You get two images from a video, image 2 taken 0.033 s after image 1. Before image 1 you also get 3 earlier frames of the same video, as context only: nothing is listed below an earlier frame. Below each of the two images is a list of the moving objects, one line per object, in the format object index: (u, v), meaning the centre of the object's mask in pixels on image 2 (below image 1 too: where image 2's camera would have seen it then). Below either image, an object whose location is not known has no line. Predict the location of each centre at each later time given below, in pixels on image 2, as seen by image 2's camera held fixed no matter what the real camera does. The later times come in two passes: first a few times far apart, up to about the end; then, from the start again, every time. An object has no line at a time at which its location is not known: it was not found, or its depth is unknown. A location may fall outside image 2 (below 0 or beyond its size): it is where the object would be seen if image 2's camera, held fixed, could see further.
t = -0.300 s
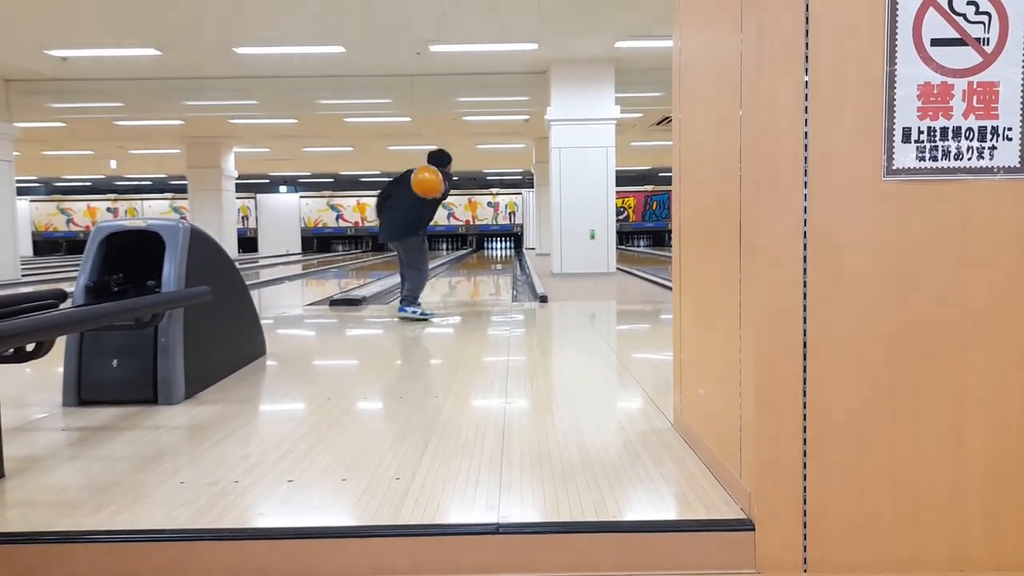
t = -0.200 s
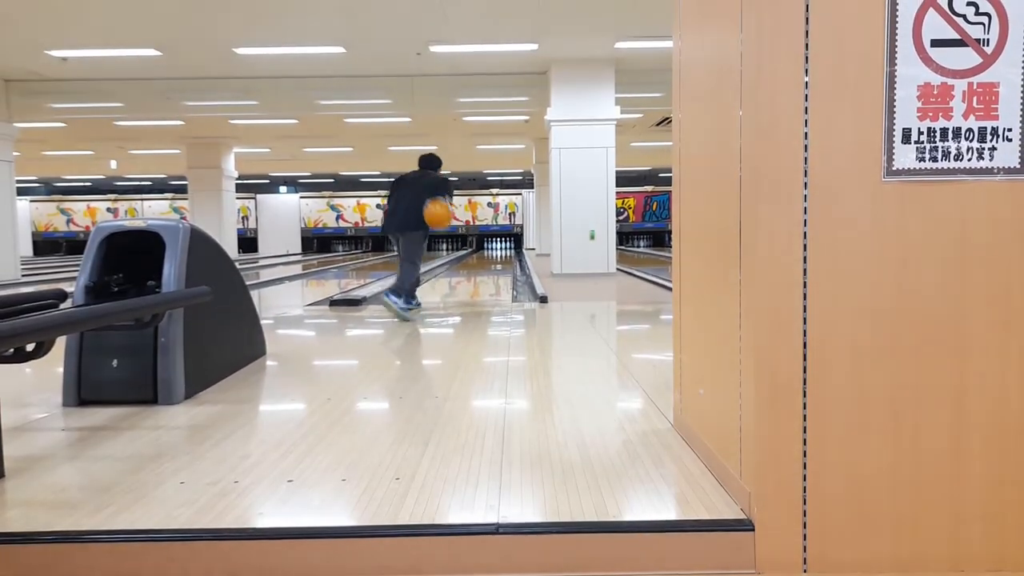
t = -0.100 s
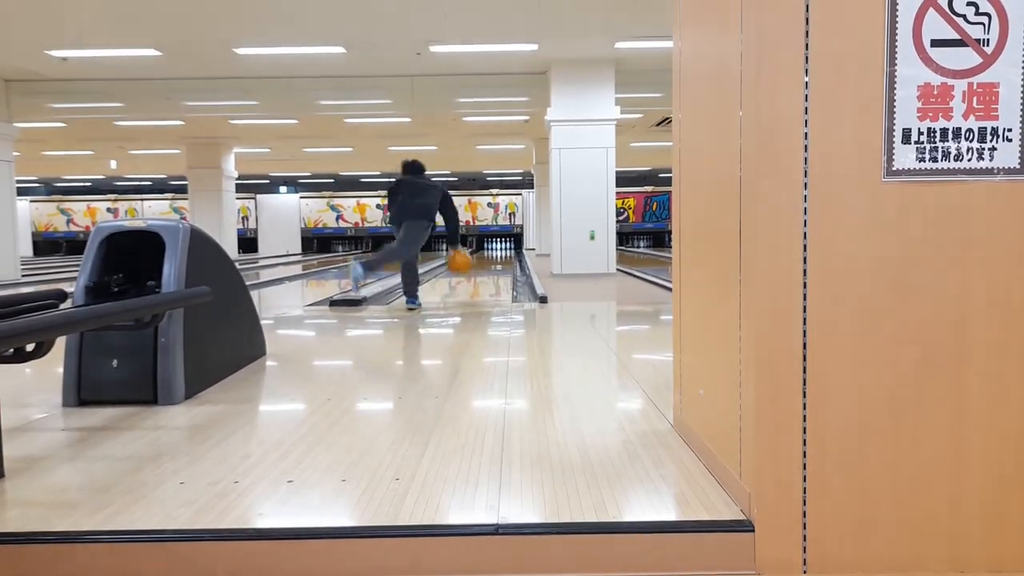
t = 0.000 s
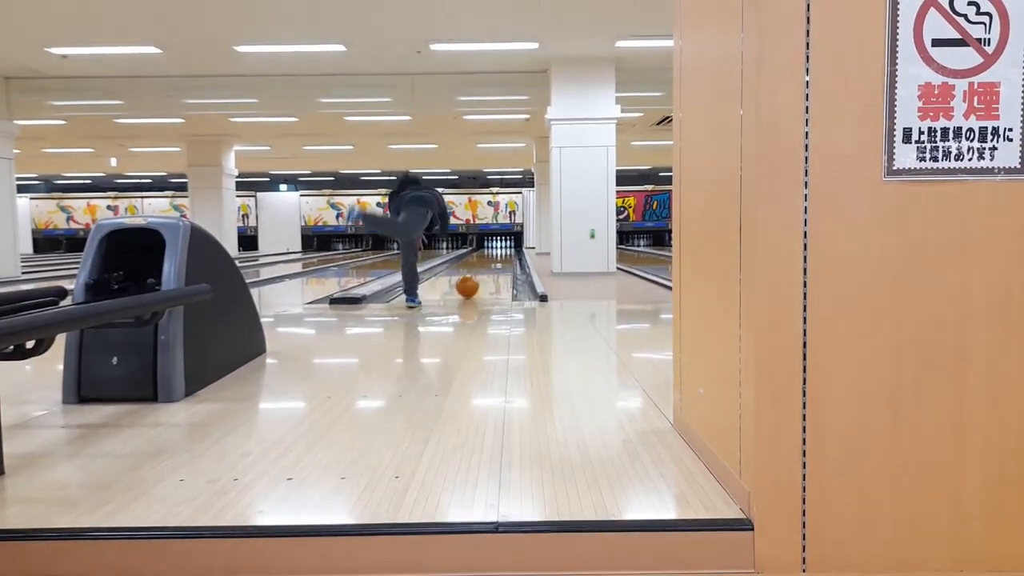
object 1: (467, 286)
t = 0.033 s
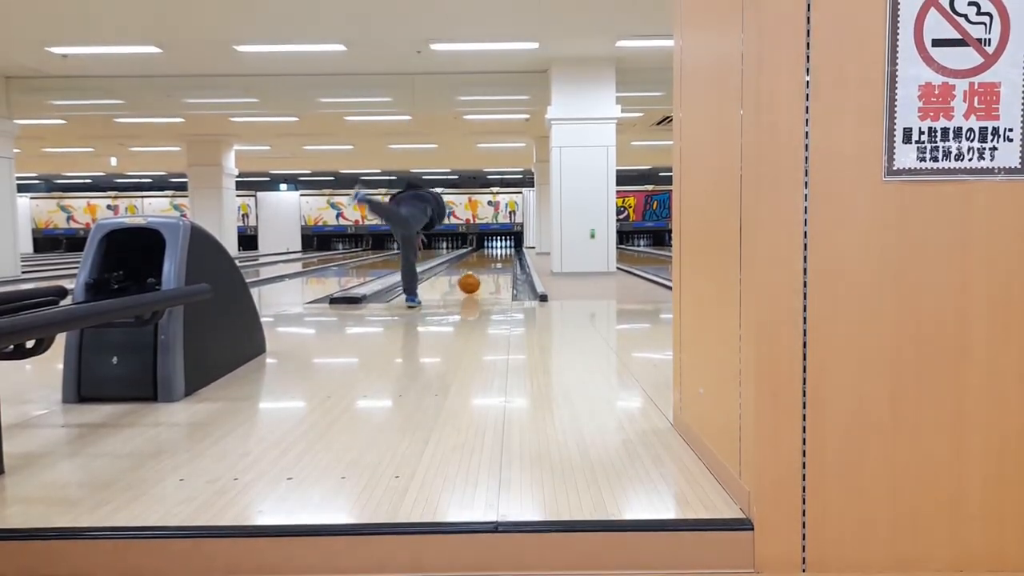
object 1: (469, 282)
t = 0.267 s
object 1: (478, 272)
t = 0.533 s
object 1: (486, 263)
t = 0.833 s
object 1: (490, 259)
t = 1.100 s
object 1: (494, 254)
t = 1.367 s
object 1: (496, 252)
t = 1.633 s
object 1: (498, 249)
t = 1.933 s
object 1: (499, 247)
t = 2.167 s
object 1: (500, 246)
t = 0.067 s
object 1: (470, 281)
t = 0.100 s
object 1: (472, 280)
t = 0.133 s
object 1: (474, 278)
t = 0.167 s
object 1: (475, 276)
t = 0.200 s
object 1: (476, 275)
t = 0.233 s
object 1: (477, 273)
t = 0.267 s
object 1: (478, 272)
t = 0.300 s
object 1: (479, 271)
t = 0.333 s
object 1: (480, 269)
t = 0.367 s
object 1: (481, 268)
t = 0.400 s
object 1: (482, 267)
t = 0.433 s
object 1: (483, 266)
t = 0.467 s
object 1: (484, 266)
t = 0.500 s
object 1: (485, 265)
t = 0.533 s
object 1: (486, 263)
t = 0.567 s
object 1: (486, 263)
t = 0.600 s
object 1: (487, 262)
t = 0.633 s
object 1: (487, 261)
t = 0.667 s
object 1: (488, 261)
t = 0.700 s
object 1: (488, 260)
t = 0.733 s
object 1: (489, 260)
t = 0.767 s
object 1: (490, 259)
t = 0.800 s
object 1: (490, 259)
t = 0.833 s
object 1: (490, 259)
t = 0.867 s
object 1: (491, 258)
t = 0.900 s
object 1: (491, 258)
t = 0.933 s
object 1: (491, 257)
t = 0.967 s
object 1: (492, 257)
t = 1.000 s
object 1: (493, 256)
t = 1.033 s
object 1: (493, 256)
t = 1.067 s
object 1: (493, 255)
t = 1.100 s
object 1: (494, 254)
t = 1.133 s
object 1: (494, 254)
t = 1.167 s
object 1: (494, 254)
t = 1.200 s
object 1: (495, 253)
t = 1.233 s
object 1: (495, 253)
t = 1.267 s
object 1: (495, 253)
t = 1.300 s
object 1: (495, 253)
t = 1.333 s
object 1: (496, 252)
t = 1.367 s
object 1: (496, 252)
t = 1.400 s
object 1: (496, 251)
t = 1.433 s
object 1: (497, 251)
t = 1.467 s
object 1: (497, 251)
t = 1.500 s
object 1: (497, 251)
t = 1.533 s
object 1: (497, 251)
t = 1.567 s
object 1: (498, 250)
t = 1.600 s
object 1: (498, 250)
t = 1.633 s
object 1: (498, 249)
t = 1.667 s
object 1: (499, 249)
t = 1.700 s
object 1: (498, 249)
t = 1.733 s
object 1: (499, 249)
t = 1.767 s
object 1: (499, 249)
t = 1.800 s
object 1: (499, 249)
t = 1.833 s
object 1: (499, 249)
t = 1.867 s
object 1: (499, 249)
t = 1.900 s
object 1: (499, 248)
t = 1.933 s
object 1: (499, 247)
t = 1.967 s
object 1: (499, 248)
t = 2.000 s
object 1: (499, 247)
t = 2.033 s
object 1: (499, 247)
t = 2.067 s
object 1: (500, 247)
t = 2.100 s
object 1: (500, 247)
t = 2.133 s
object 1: (500, 247)
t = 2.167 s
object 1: (500, 246)
